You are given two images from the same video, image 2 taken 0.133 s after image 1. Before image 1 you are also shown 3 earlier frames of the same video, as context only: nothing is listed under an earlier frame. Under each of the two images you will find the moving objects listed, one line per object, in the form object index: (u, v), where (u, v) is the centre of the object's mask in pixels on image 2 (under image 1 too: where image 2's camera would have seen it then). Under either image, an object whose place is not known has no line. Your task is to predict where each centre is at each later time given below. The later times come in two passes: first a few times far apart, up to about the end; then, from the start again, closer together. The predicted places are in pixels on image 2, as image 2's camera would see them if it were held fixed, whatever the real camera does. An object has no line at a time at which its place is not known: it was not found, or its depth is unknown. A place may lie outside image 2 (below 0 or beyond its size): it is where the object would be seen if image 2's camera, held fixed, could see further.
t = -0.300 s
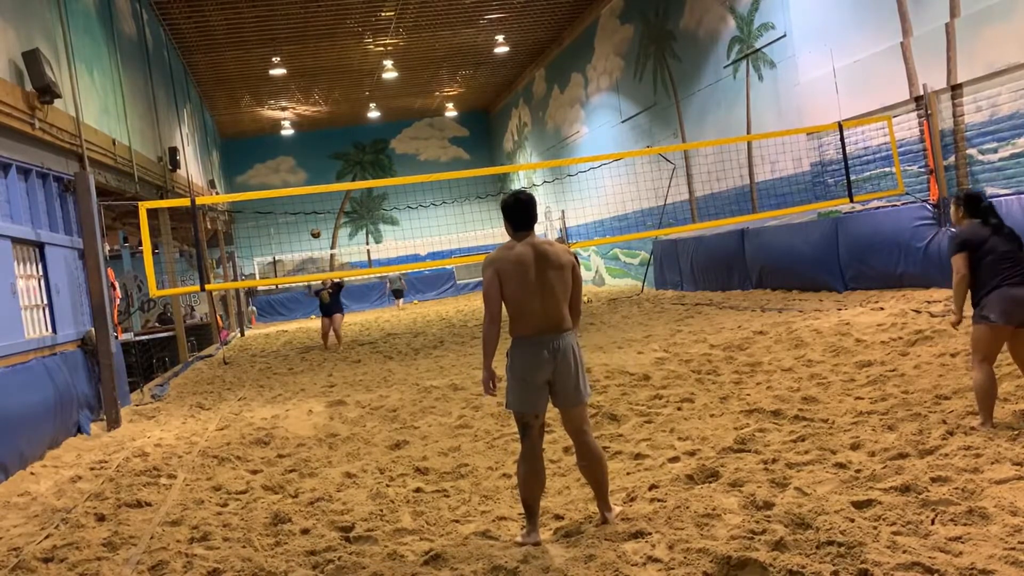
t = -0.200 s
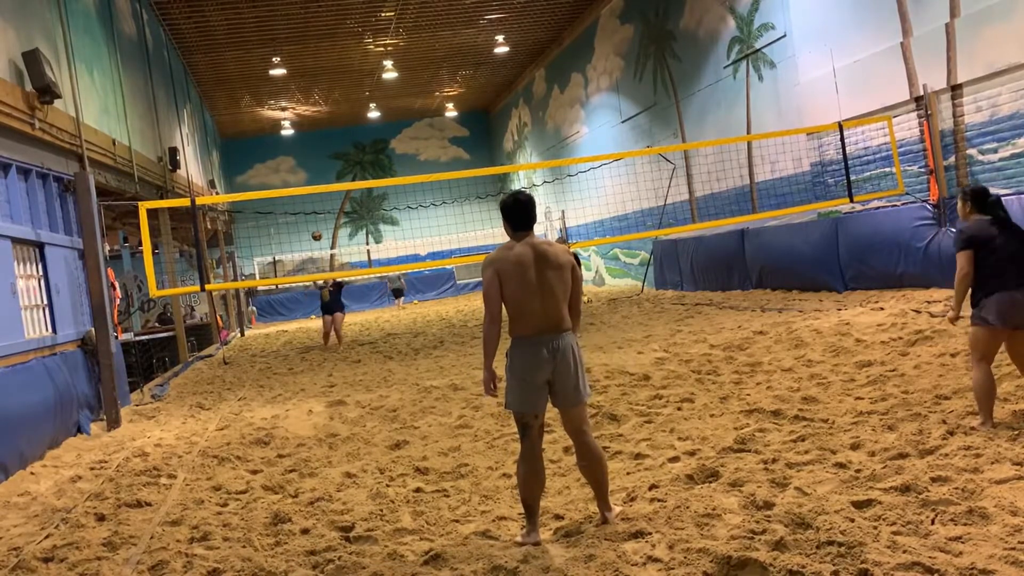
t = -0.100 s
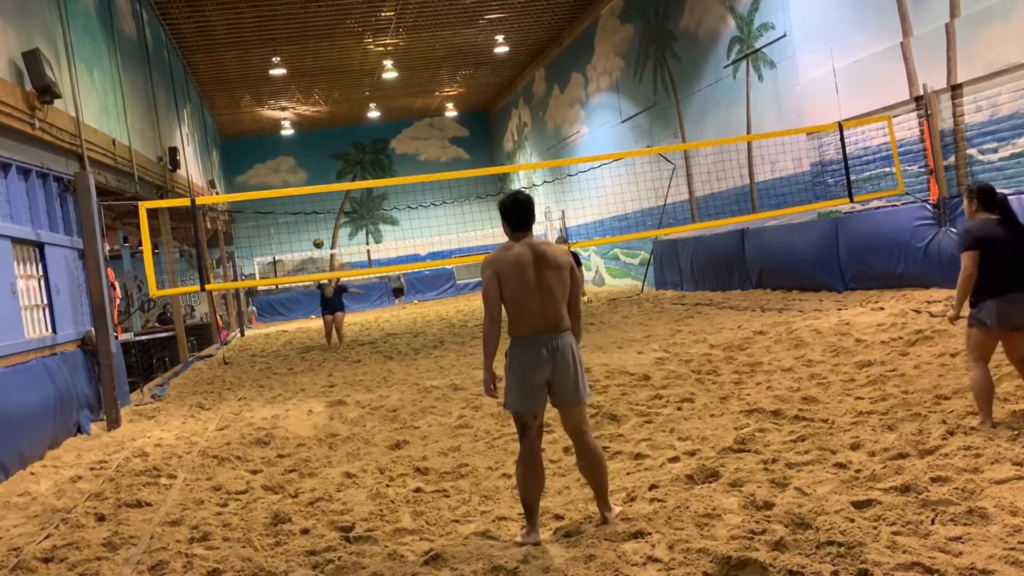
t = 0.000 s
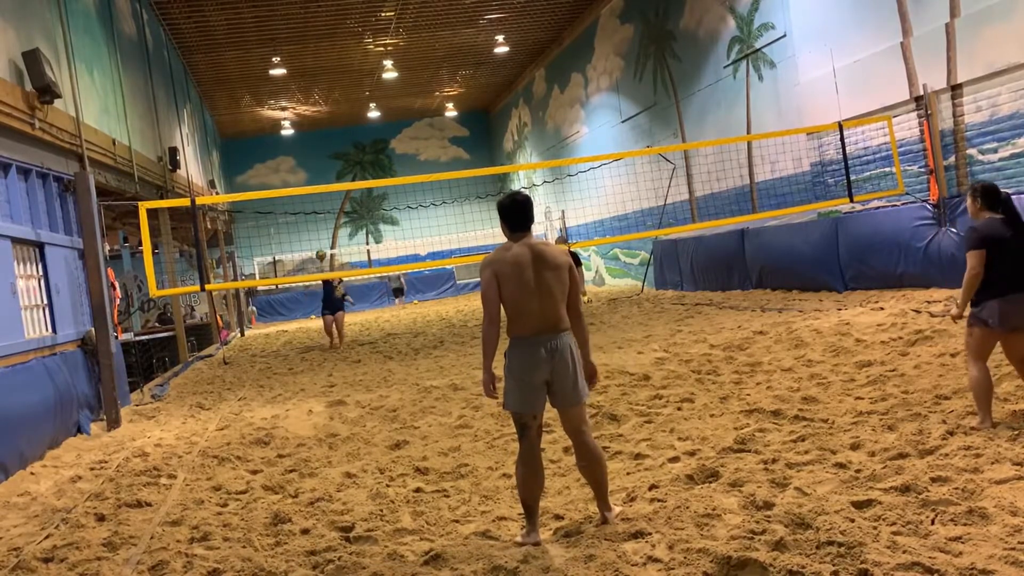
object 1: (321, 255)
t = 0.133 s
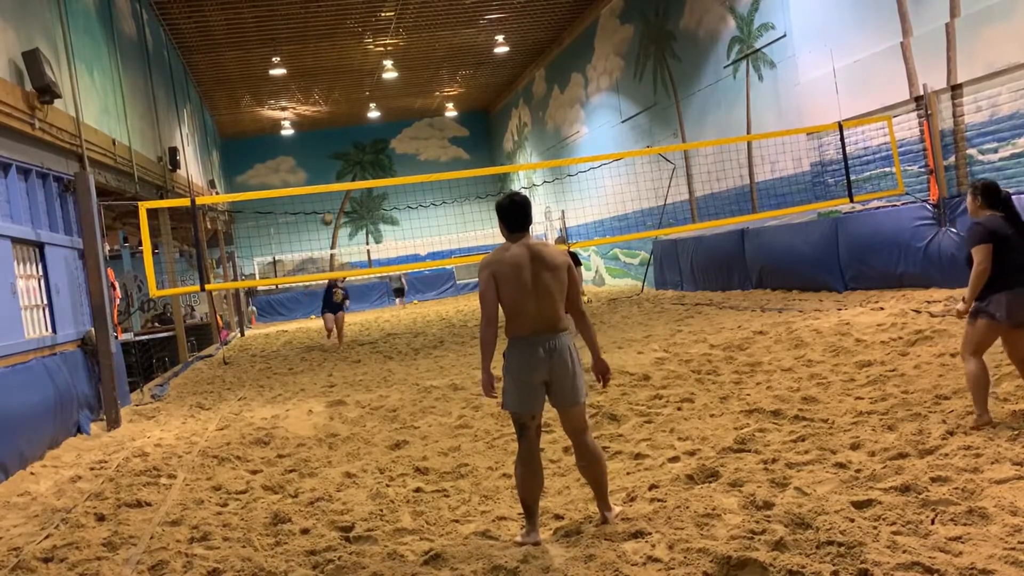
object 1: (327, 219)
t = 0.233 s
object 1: (333, 196)
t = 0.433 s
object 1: (351, 153)
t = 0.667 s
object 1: (373, 134)
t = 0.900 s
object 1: (402, 159)
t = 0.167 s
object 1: (328, 211)
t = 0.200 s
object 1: (331, 202)
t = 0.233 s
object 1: (333, 196)
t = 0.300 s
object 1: (338, 177)
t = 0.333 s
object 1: (342, 172)
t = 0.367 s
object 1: (345, 164)
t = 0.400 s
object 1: (348, 159)
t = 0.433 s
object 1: (351, 153)
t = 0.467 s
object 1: (354, 148)
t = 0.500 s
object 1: (357, 144)
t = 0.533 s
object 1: (360, 140)
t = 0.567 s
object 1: (364, 138)
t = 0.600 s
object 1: (367, 135)
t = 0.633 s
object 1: (370, 134)
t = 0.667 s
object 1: (373, 134)
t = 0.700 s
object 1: (377, 134)
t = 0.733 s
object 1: (381, 135)
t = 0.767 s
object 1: (384, 137)
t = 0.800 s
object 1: (388, 140)
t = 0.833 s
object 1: (392, 144)
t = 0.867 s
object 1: (397, 152)
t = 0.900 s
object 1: (402, 159)
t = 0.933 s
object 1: (407, 170)
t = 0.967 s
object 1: (413, 182)
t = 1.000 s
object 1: (419, 196)
